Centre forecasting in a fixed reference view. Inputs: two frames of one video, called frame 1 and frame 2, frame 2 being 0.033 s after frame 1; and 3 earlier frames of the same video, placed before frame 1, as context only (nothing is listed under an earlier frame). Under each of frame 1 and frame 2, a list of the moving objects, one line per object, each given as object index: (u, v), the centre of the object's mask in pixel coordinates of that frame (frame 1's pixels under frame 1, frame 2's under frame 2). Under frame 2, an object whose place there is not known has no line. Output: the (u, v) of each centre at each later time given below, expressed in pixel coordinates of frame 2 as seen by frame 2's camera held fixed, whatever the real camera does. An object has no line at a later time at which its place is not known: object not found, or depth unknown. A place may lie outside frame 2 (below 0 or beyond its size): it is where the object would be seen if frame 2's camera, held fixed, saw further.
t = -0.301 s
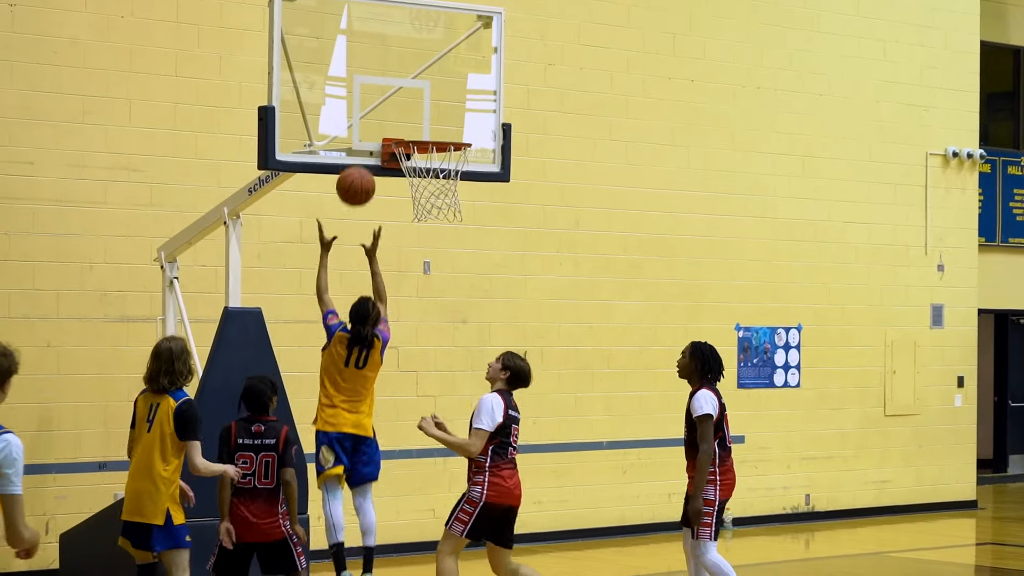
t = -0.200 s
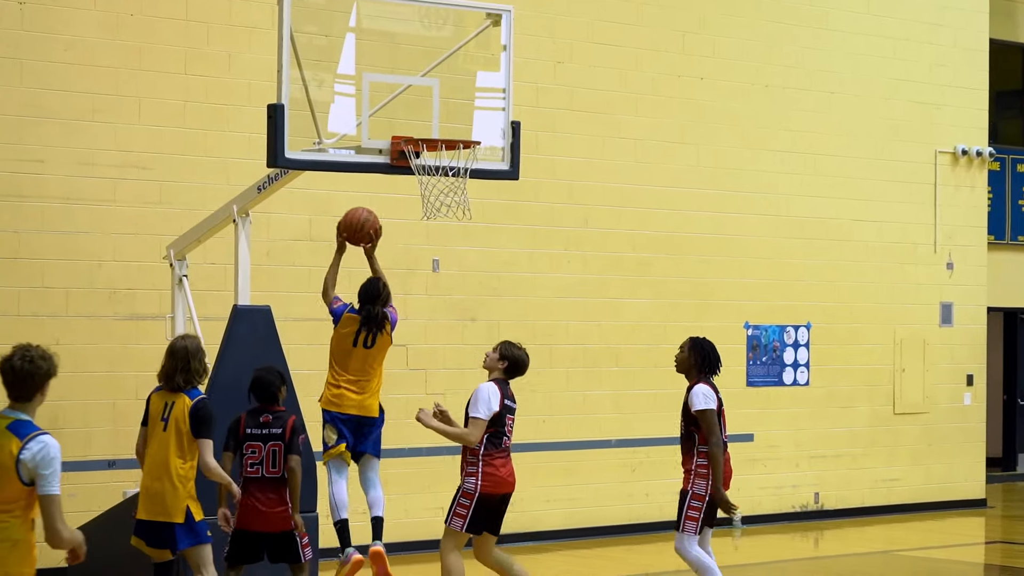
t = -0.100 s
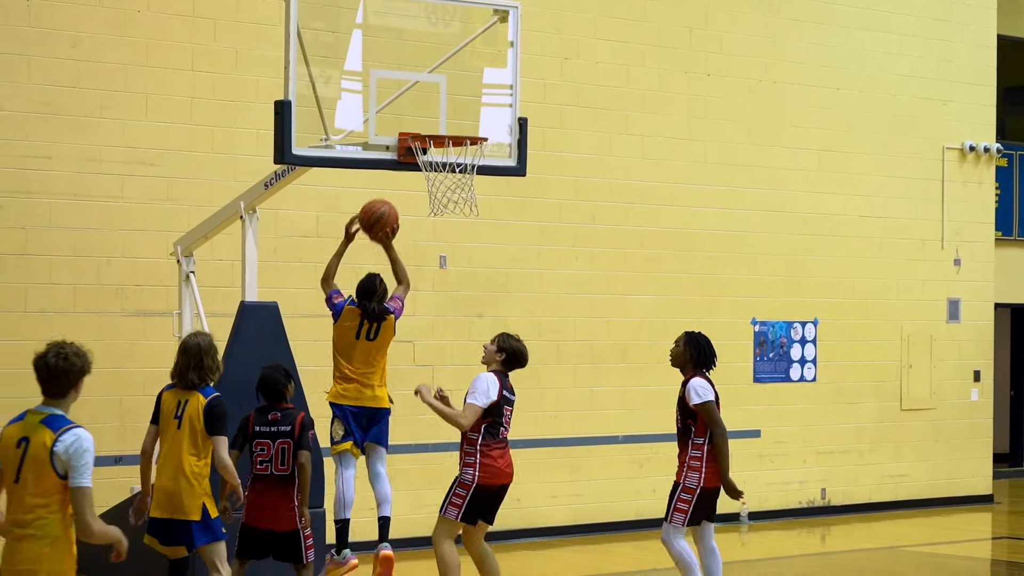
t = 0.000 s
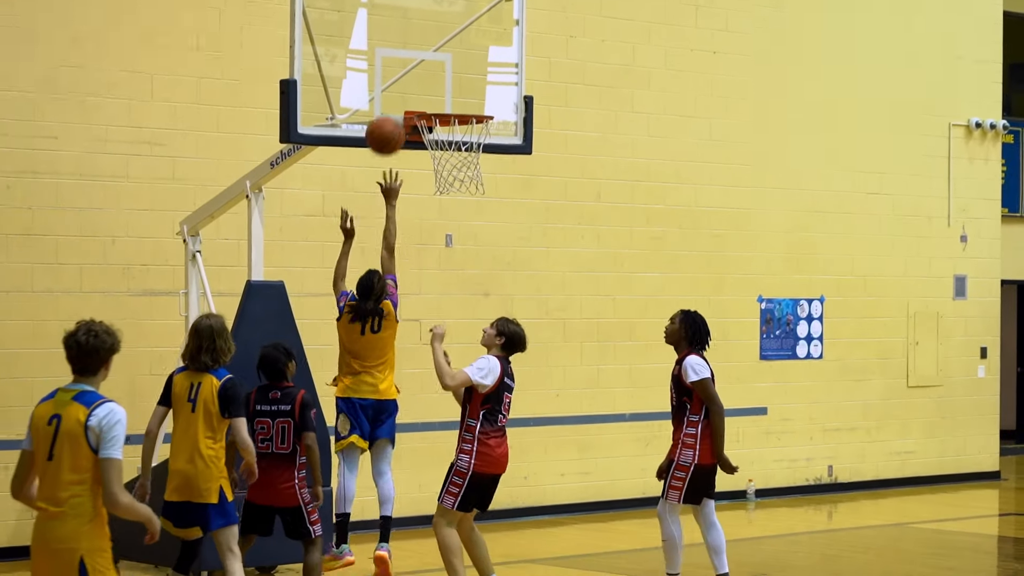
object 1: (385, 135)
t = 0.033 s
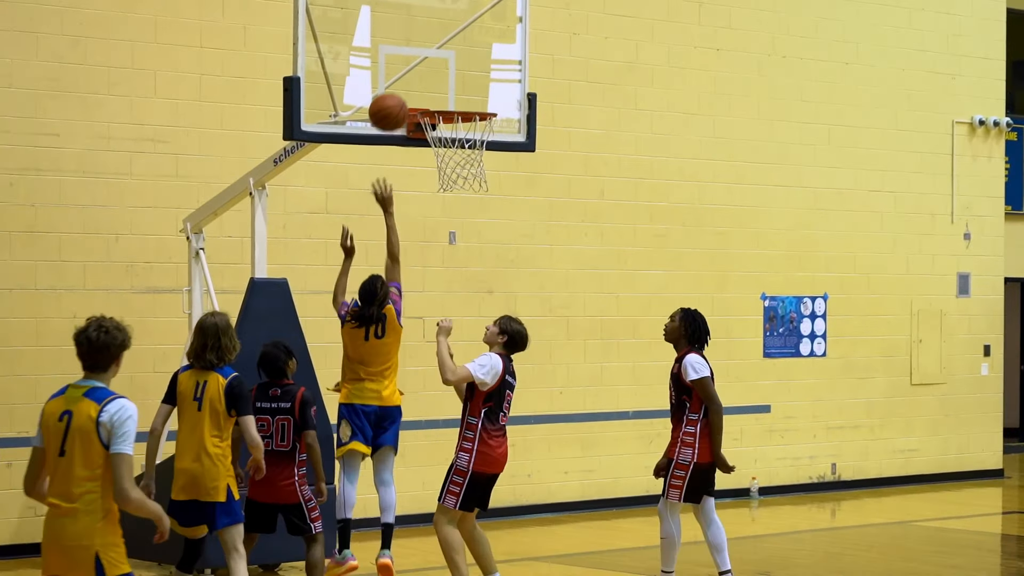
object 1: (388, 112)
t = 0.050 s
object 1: (387, 103)
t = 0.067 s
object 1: (386, 93)
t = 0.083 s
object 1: (386, 85)
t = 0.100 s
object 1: (386, 77)
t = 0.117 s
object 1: (385, 69)
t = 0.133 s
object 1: (384, 61)
